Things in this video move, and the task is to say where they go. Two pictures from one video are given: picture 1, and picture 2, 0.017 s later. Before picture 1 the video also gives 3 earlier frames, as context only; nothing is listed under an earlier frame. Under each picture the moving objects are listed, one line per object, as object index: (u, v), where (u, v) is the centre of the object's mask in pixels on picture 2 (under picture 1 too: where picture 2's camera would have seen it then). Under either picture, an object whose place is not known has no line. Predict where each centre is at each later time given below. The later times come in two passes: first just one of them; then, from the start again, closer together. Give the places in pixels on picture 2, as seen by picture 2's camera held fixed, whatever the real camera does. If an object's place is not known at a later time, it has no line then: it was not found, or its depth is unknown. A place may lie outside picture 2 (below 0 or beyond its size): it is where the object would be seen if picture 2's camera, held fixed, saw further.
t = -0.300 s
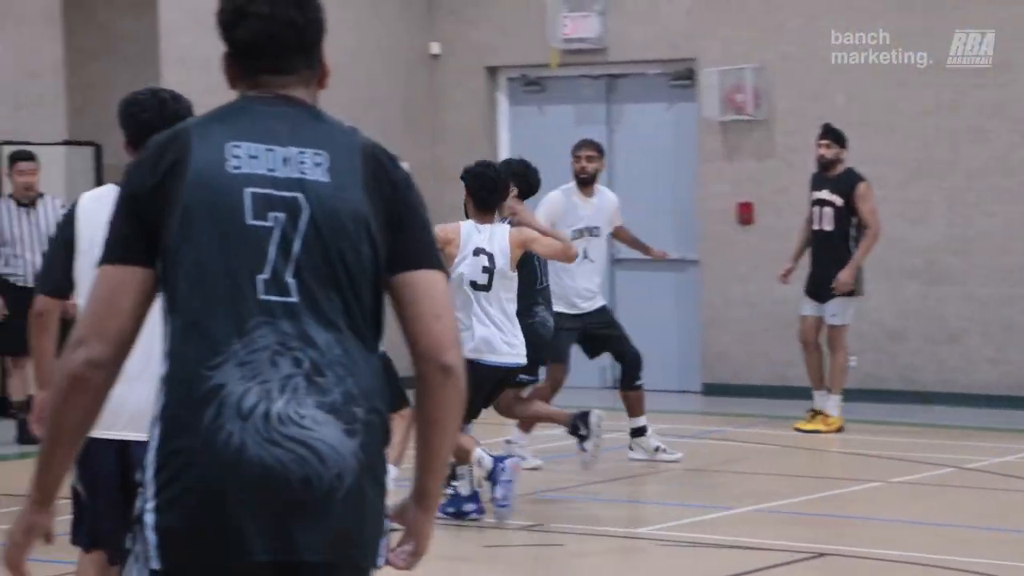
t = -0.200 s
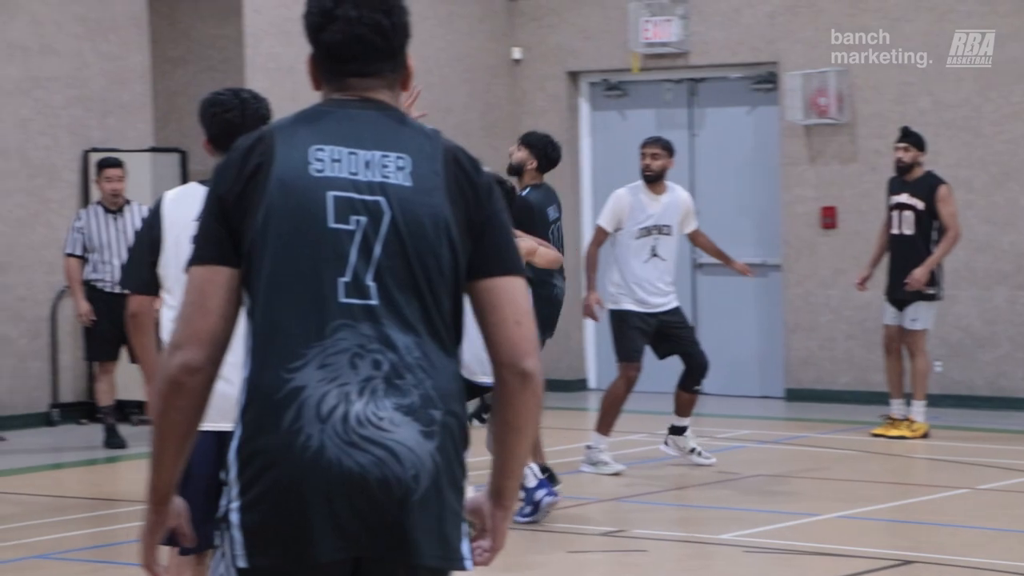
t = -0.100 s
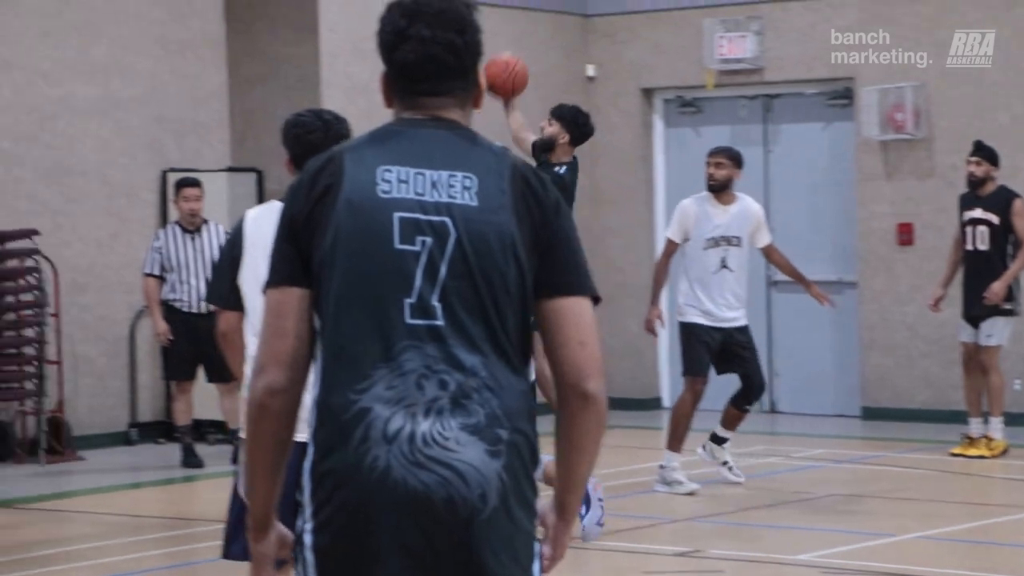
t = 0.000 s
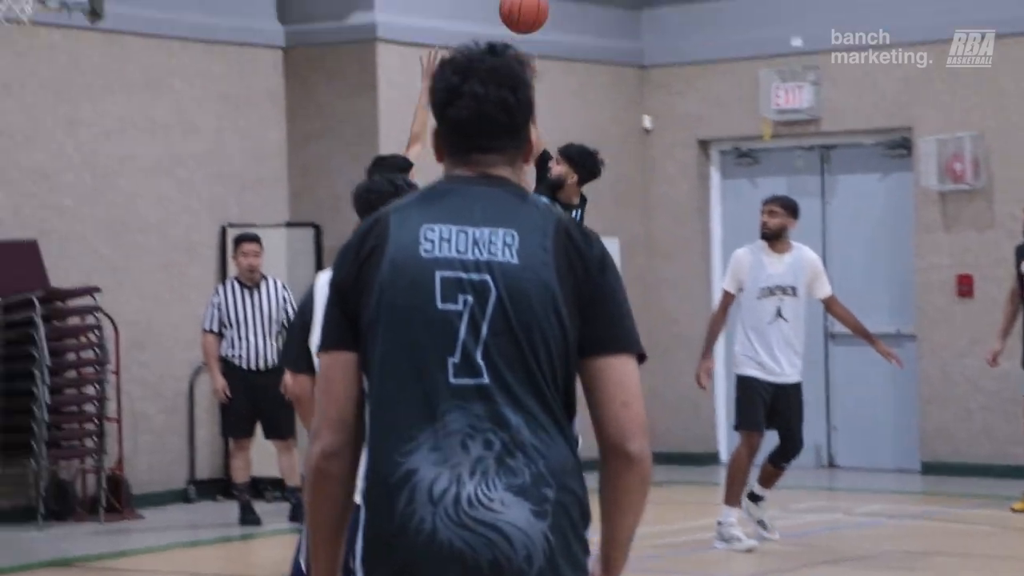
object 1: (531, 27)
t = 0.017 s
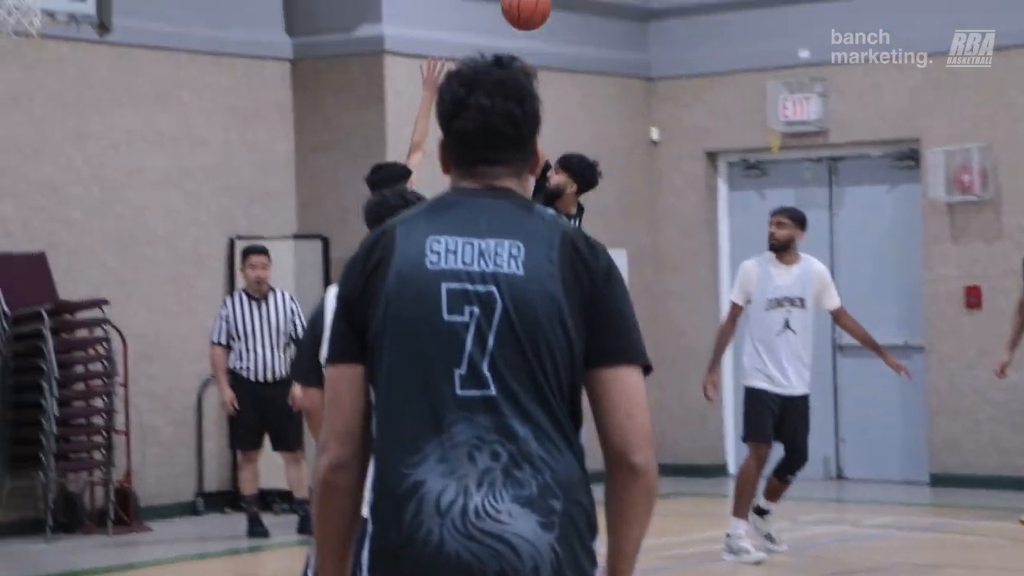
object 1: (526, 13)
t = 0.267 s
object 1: (437, -199)
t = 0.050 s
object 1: (516, -15)
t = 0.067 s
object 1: (511, -29)
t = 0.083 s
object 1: (506, -43)
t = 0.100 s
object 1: (500, -57)
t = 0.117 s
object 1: (495, -71)
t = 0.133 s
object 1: (489, -86)
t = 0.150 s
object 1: (483, -100)
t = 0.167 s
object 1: (477, -114)
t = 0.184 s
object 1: (471, -129)
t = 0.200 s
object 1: (464, -143)
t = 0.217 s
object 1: (458, -157)
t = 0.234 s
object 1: (451, -171)
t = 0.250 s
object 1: (444, -185)
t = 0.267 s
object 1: (437, -199)
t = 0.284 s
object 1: (430, -213)
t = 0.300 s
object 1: (423, -226)
